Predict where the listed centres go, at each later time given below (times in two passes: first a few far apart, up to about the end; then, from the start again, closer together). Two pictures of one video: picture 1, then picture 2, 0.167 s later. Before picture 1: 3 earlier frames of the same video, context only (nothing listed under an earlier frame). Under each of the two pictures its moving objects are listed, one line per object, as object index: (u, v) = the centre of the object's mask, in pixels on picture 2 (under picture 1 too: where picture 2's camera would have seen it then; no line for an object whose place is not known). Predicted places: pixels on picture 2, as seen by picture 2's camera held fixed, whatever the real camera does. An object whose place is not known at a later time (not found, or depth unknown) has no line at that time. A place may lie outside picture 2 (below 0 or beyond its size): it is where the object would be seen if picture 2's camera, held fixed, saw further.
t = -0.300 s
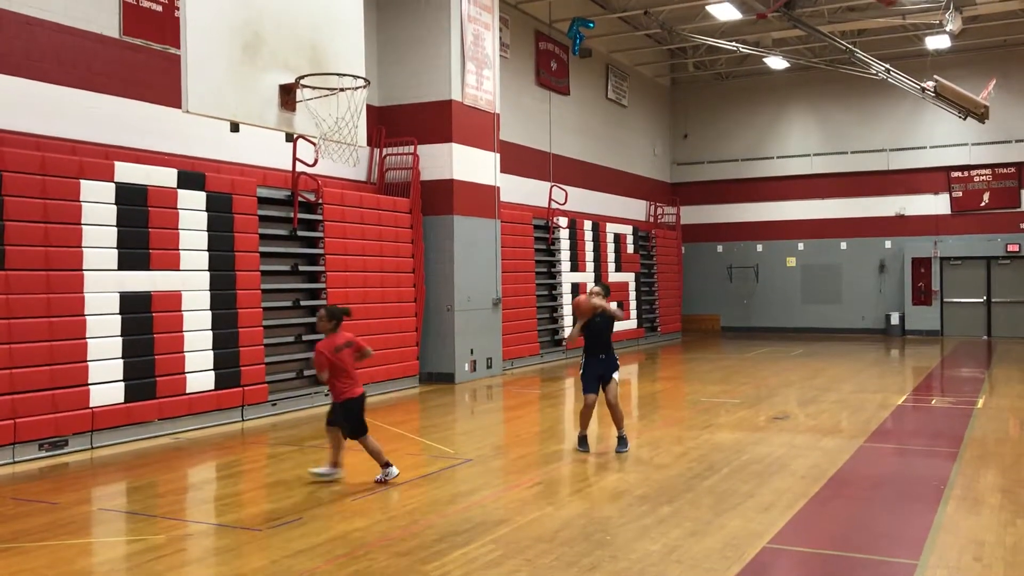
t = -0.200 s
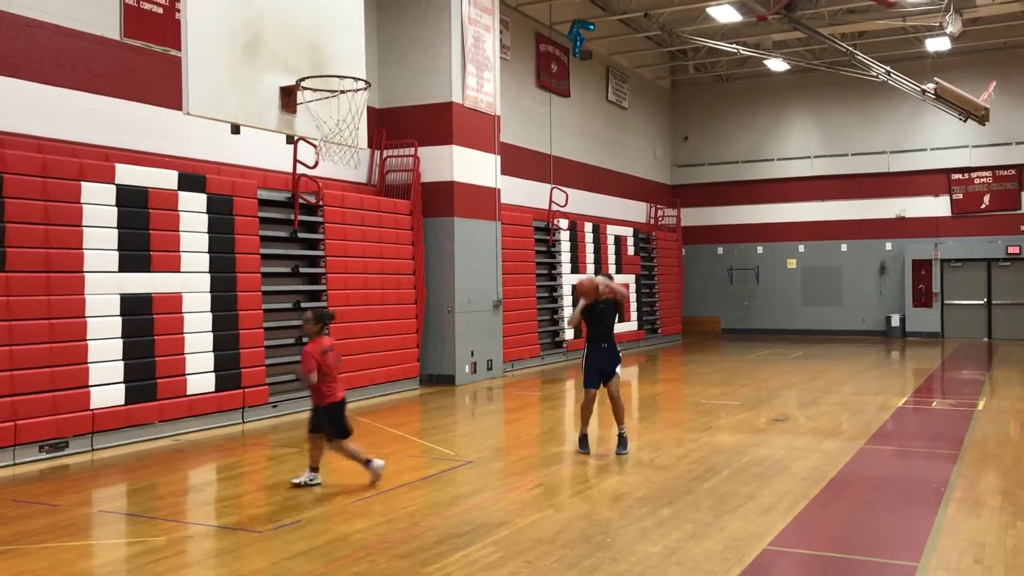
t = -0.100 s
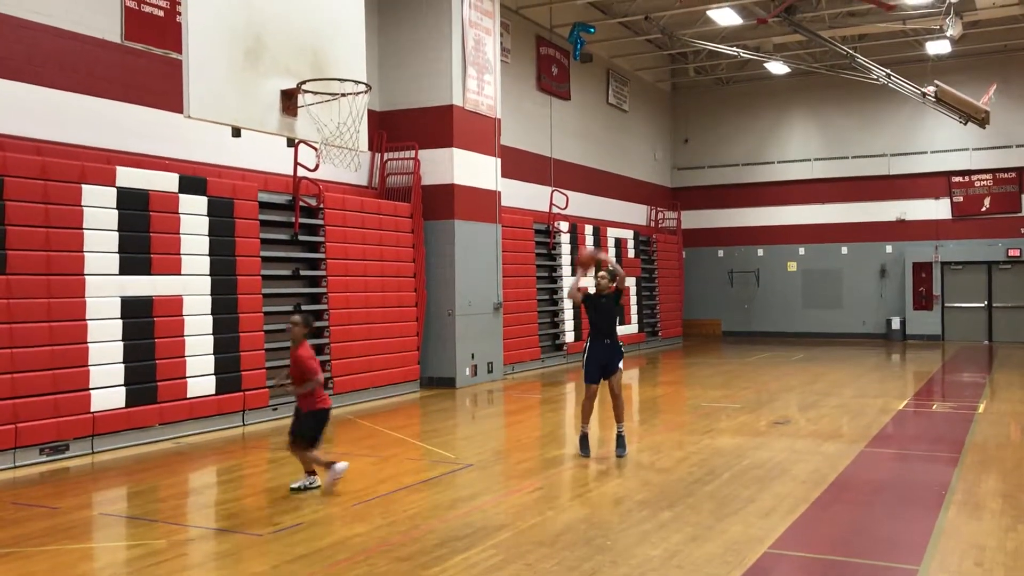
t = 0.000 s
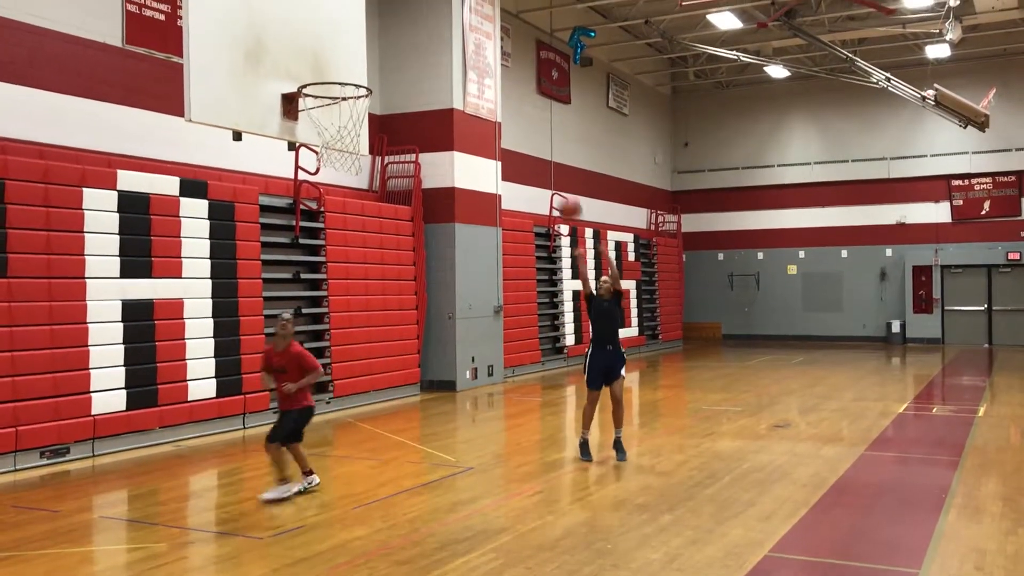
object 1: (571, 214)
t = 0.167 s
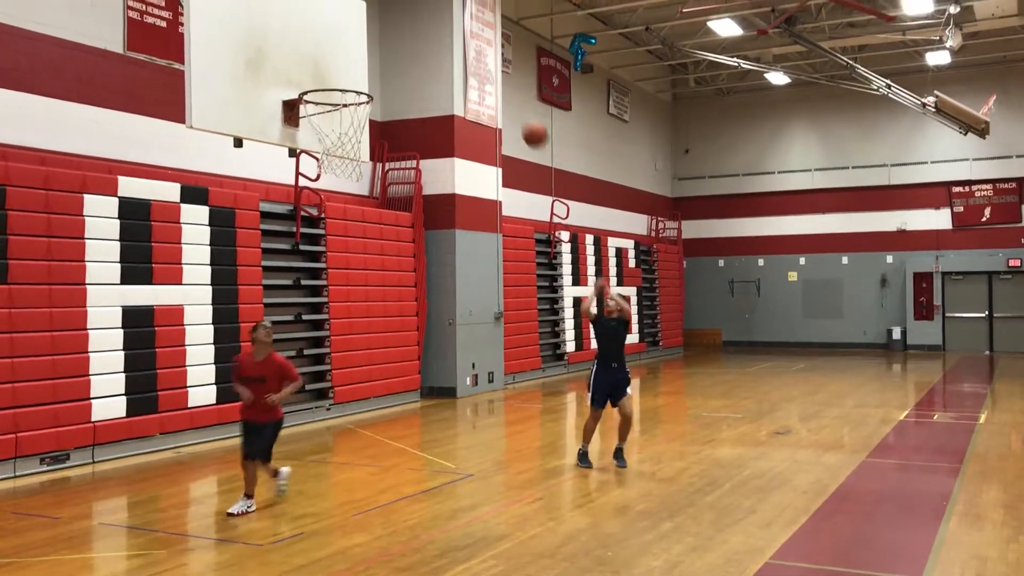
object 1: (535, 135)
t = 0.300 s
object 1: (504, 85)
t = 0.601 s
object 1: (421, 33)
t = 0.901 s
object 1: (321, 101)
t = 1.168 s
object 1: (396, 211)
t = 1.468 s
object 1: (459, 418)
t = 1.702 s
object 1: (495, 451)
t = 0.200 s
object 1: (528, 121)
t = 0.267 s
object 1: (512, 96)
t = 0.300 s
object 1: (504, 85)
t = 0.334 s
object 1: (496, 74)
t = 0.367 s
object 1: (486, 65)
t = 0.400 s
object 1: (477, 57)
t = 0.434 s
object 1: (469, 51)
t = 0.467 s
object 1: (460, 44)
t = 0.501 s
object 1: (450, 40)
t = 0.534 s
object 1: (441, 36)
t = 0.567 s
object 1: (431, 34)
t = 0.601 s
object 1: (421, 33)
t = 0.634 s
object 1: (411, 34)
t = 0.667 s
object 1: (400, 36)
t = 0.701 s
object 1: (389, 40)
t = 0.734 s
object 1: (379, 45)
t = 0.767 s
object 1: (366, 52)
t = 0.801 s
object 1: (354, 62)
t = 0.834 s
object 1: (341, 72)
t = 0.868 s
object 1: (328, 85)
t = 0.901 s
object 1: (321, 101)
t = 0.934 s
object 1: (334, 116)
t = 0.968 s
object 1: (346, 133)
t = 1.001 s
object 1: (359, 151)
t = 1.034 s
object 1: (367, 159)
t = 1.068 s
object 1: (375, 171)
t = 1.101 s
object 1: (382, 183)
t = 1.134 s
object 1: (390, 197)
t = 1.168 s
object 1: (396, 211)
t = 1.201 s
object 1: (405, 229)
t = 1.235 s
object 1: (411, 247)
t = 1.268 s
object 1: (418, 266)
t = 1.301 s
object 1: (425, 287)
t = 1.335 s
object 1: (433, 308)
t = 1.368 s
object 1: (439, 333)
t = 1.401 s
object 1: (446, 358)
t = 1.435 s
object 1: (453, 386)
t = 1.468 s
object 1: (459, 418)
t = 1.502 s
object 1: (466, 446)
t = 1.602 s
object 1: (487, 526)
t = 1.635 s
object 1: (490, 497)
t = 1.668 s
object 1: (492, 473)
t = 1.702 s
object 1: (495, 451)
